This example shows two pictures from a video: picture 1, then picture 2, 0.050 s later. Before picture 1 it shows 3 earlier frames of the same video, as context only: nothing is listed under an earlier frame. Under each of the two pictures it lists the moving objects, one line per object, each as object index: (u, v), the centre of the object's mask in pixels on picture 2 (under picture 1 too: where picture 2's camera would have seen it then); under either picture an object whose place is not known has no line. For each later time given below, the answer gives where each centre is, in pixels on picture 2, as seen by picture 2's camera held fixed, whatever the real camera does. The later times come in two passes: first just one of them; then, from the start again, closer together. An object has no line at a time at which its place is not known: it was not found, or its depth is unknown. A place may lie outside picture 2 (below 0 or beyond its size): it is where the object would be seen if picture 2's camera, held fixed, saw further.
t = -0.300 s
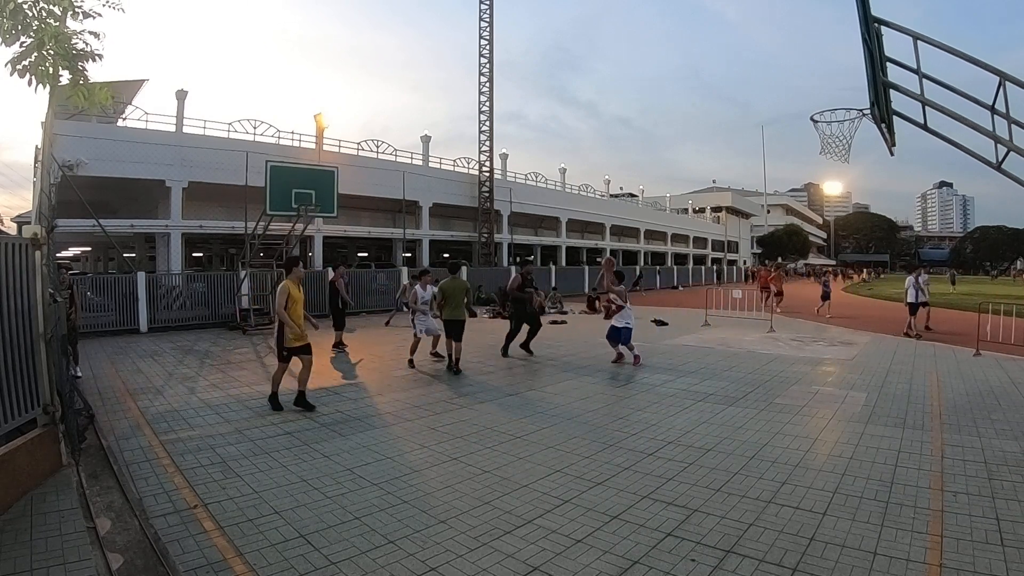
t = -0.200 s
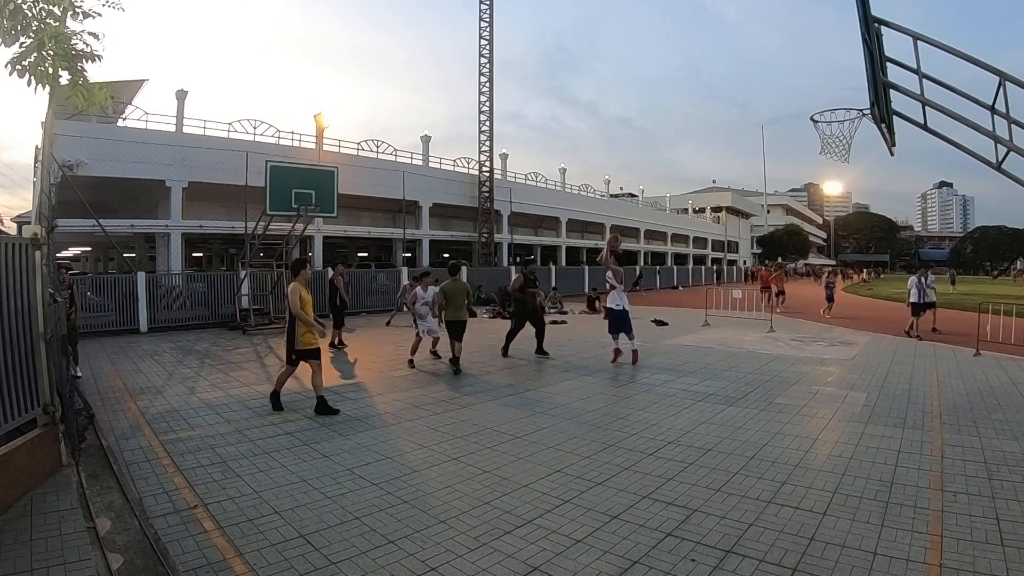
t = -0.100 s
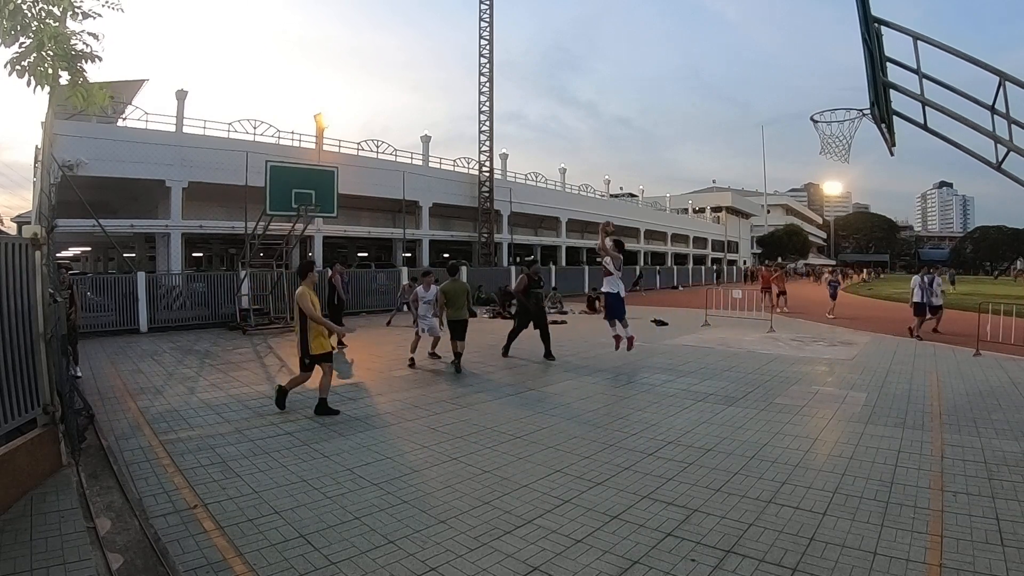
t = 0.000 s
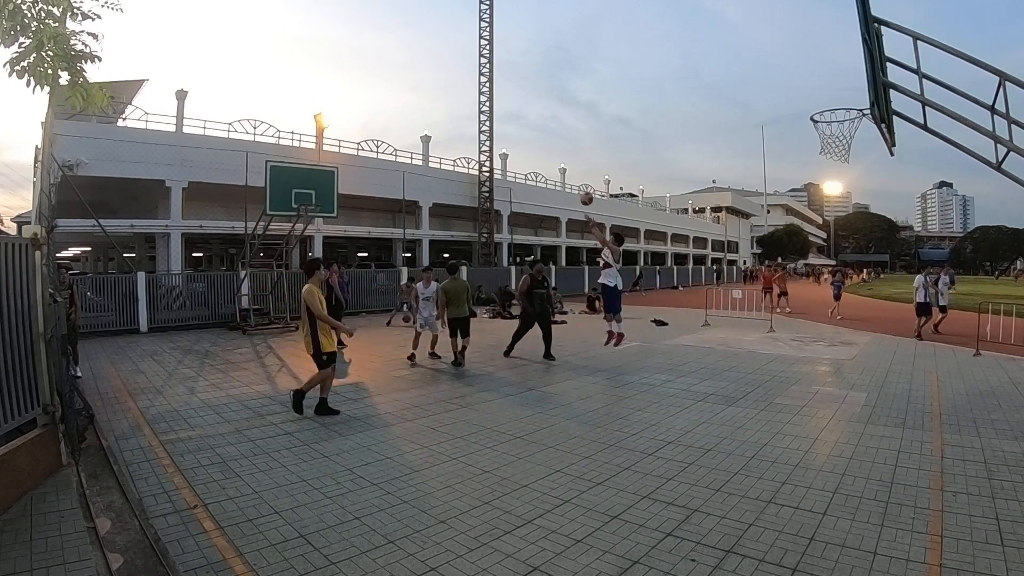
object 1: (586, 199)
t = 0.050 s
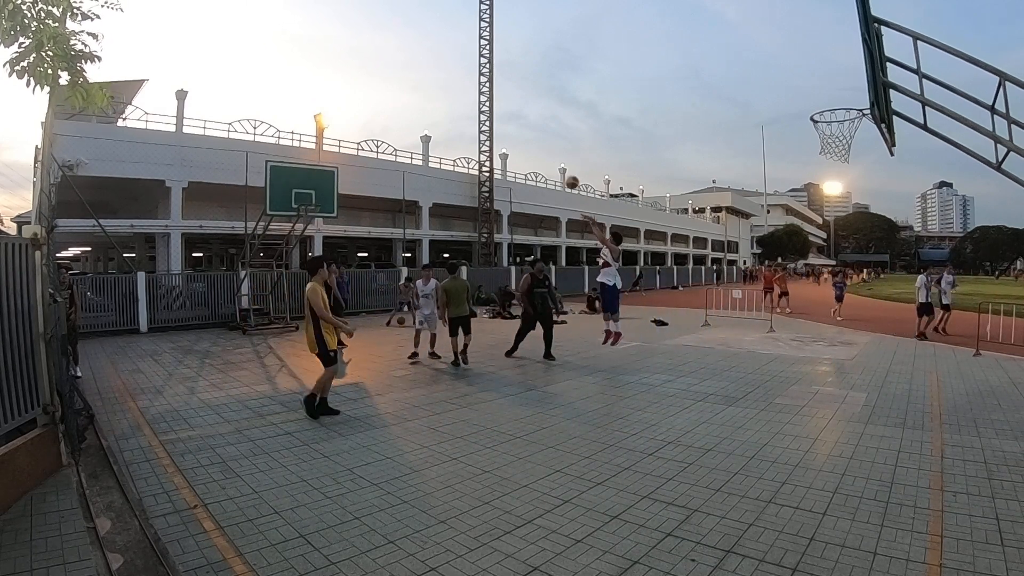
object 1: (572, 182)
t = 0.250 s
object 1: (518, 136)
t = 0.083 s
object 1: (563, 172)
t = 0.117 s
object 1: (554, 163)
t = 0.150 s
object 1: (544, 155)
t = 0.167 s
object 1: (540, 152)
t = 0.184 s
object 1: (536, 148)
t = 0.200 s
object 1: (531, 145)
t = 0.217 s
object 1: (527, 142)
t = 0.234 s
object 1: (522, 139)
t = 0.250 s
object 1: (518, 136)
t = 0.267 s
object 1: (514, 133)
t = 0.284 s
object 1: (510, 131)
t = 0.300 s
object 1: (505, 129)
